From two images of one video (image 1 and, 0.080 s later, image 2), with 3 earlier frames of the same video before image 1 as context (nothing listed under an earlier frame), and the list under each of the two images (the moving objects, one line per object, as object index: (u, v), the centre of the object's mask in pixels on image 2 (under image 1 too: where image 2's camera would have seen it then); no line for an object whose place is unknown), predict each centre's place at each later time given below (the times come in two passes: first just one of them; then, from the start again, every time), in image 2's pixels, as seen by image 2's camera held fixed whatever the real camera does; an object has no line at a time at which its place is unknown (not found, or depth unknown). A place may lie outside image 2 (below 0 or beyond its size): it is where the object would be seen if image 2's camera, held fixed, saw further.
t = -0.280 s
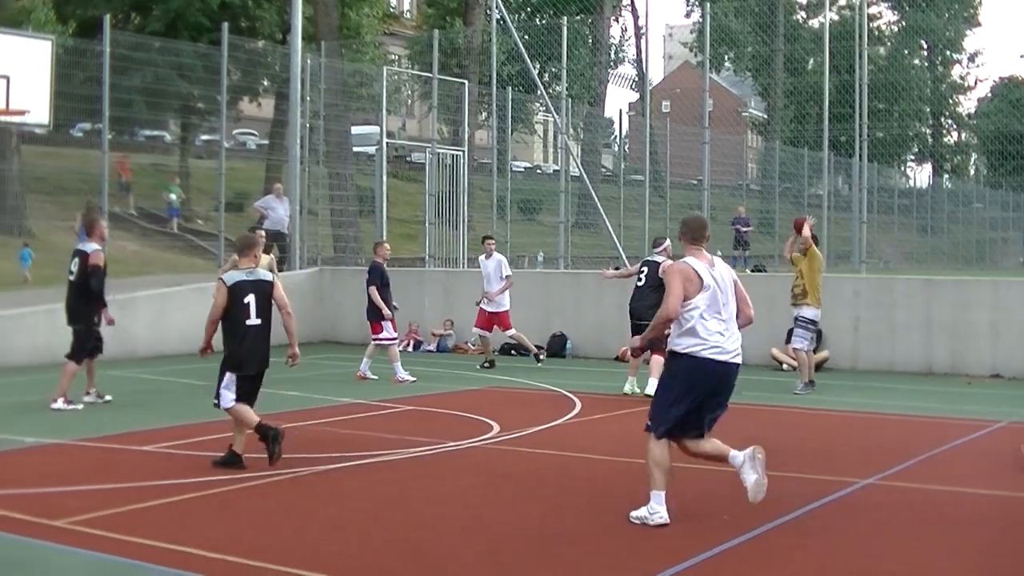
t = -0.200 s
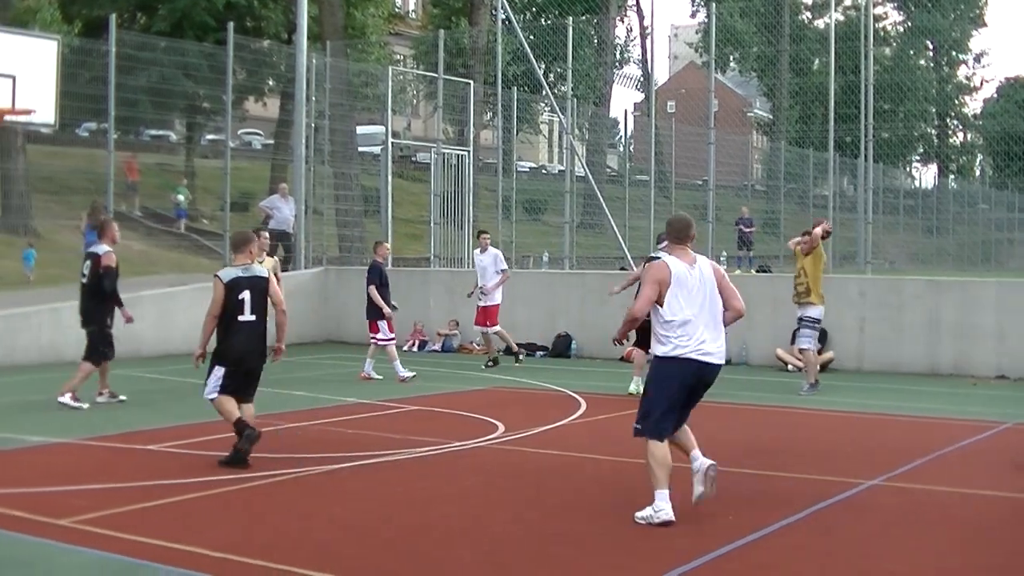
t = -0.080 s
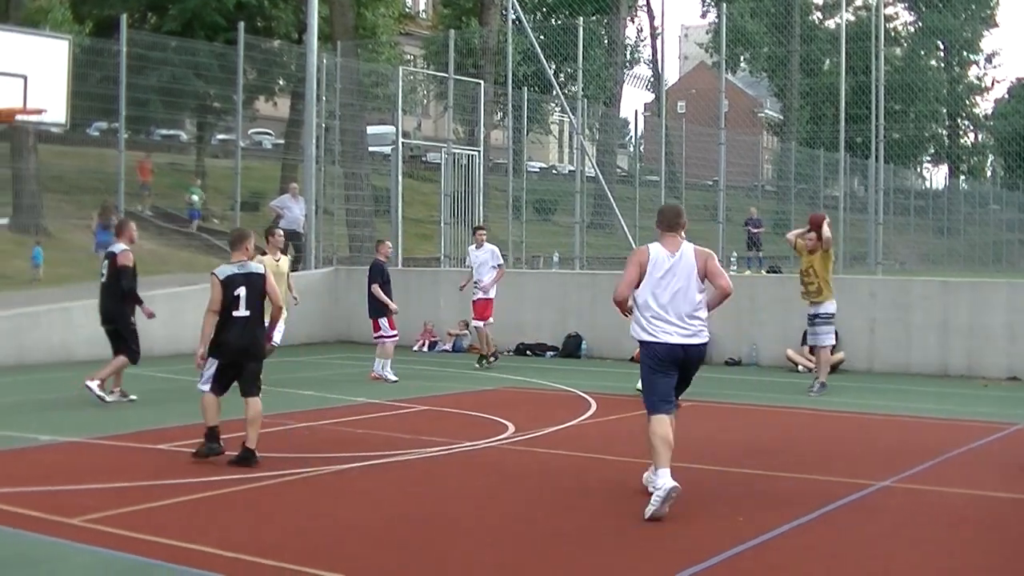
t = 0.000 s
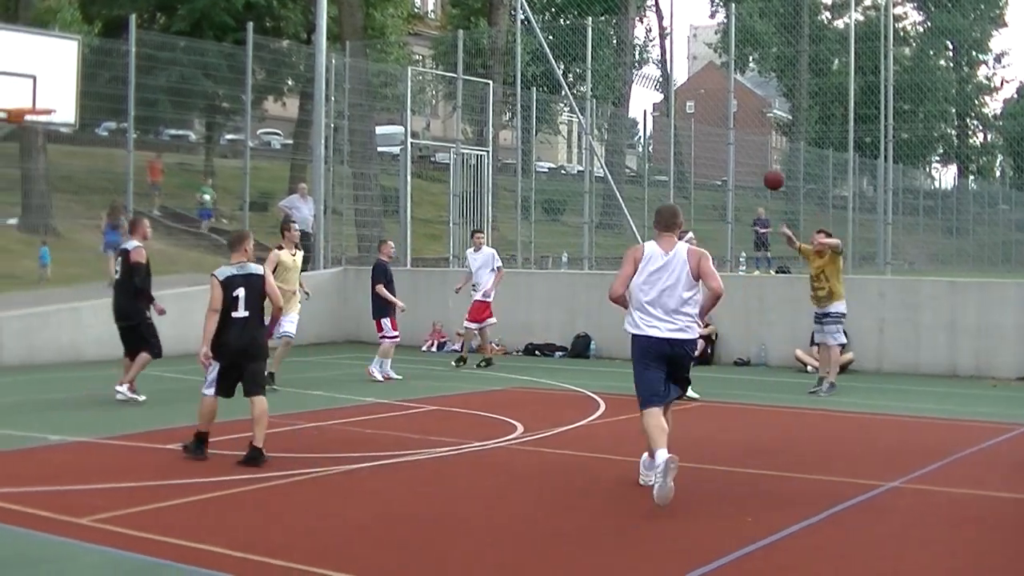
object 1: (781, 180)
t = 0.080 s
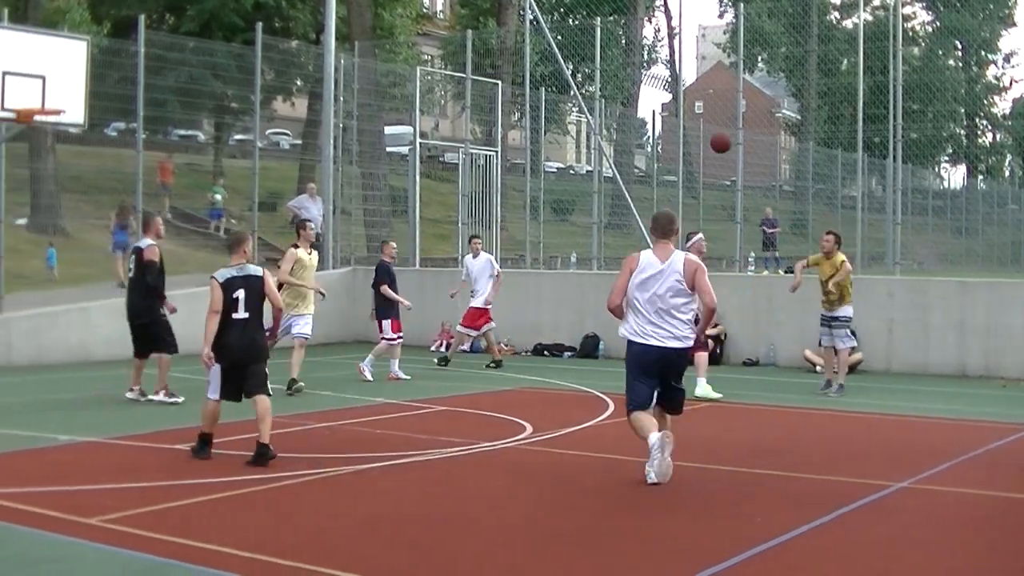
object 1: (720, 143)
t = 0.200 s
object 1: (622, 94)
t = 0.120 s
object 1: (688, 126)
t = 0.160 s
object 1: (657, 110)
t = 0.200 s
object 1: (622, 94)
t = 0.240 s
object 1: (588, 80)
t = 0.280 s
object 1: (553, 67)
